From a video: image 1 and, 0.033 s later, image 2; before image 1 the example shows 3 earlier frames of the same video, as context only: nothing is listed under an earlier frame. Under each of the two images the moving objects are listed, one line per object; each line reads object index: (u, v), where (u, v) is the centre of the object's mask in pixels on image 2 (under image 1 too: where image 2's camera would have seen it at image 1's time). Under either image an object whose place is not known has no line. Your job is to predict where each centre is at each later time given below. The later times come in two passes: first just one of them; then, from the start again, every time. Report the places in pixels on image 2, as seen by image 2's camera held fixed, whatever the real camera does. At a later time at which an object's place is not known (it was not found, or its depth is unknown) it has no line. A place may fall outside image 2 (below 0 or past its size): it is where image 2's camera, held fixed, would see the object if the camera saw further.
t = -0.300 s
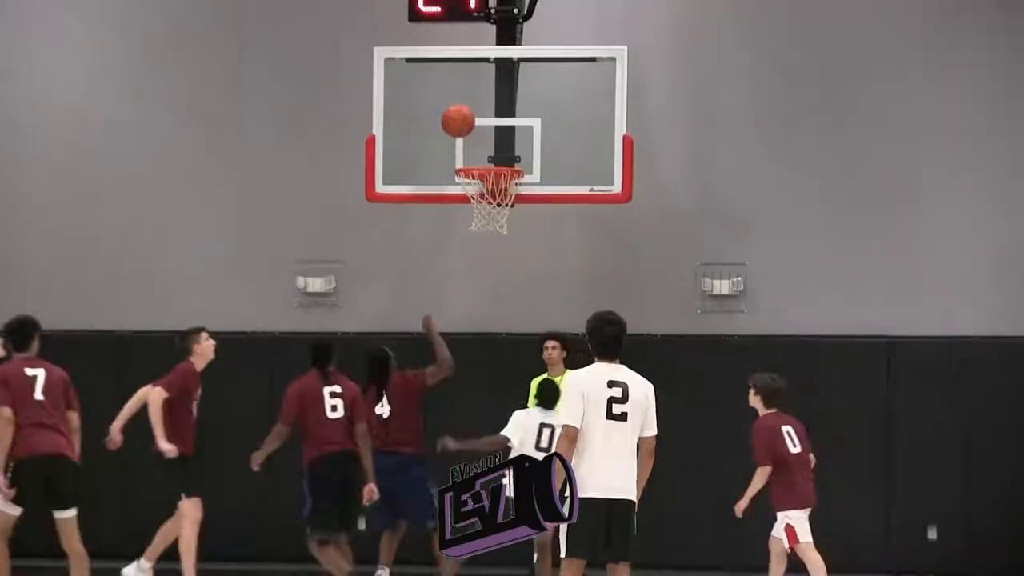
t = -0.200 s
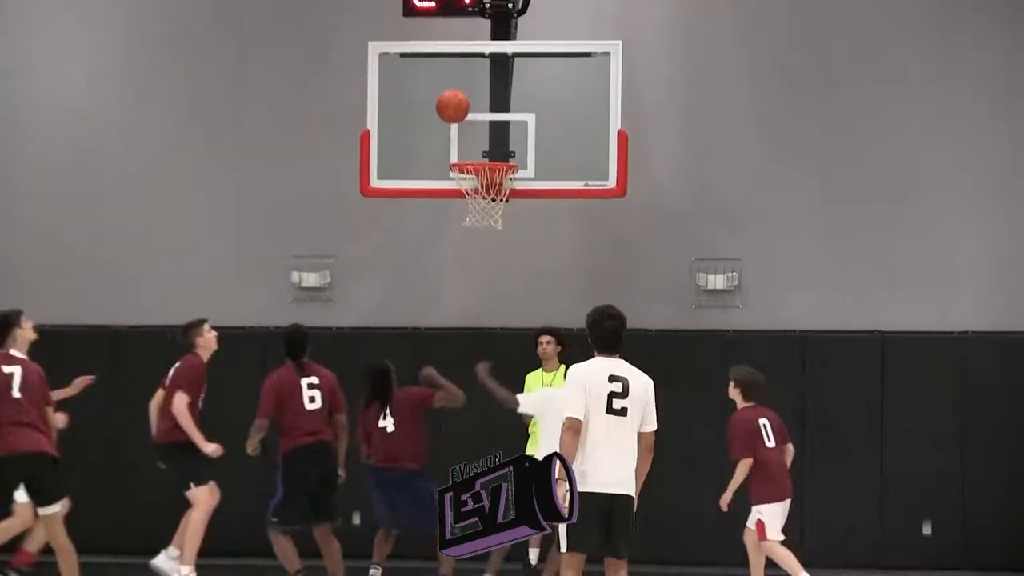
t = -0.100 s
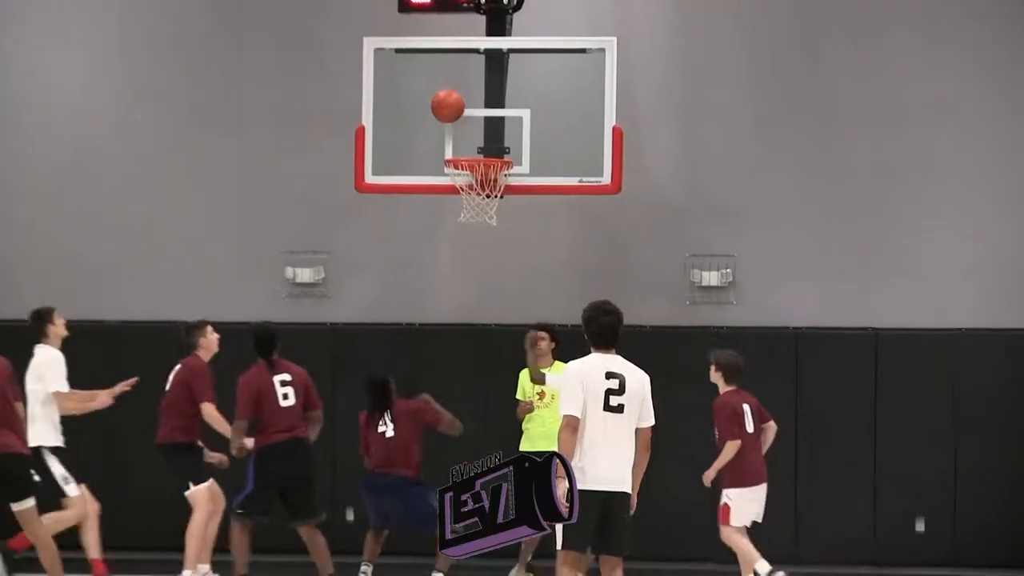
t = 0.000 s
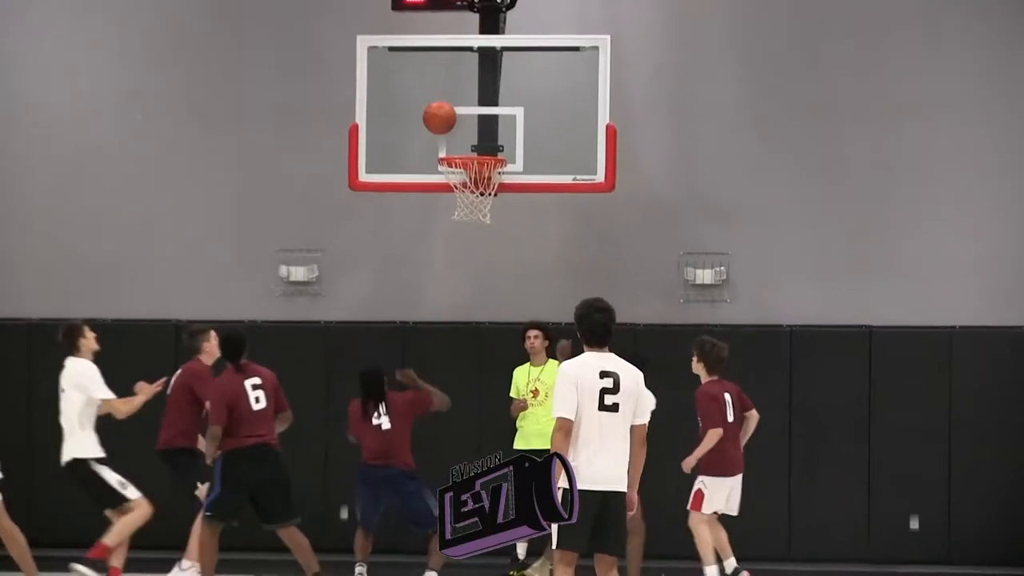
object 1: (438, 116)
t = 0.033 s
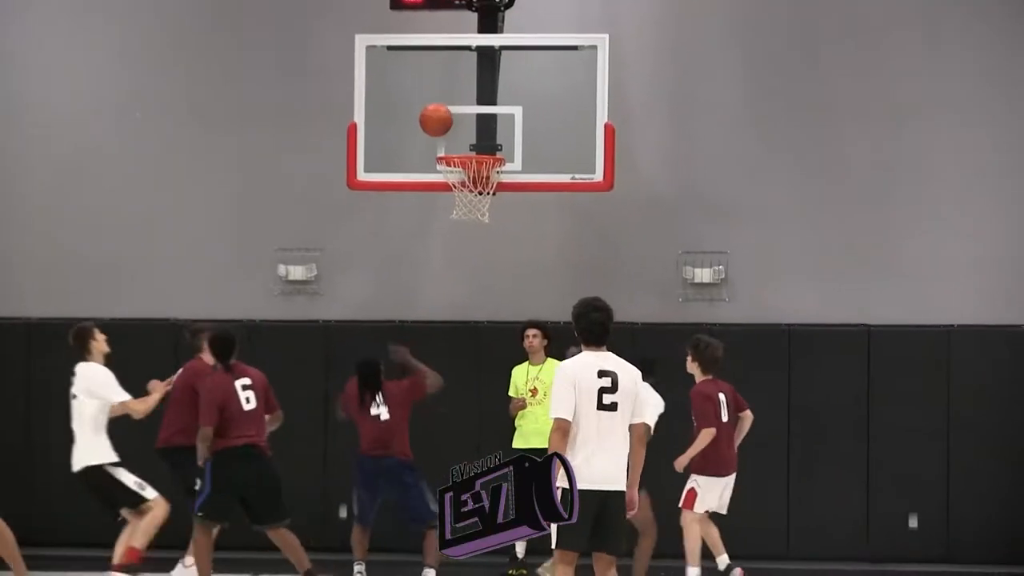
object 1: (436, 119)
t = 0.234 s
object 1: (416, 156)
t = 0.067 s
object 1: (433, 124)
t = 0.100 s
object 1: (432, 130)
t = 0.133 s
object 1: (430, 139)
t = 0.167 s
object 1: (427, 147)
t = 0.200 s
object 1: (423, 153)
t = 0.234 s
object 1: (416, 156)
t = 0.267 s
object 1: (409, 161)
